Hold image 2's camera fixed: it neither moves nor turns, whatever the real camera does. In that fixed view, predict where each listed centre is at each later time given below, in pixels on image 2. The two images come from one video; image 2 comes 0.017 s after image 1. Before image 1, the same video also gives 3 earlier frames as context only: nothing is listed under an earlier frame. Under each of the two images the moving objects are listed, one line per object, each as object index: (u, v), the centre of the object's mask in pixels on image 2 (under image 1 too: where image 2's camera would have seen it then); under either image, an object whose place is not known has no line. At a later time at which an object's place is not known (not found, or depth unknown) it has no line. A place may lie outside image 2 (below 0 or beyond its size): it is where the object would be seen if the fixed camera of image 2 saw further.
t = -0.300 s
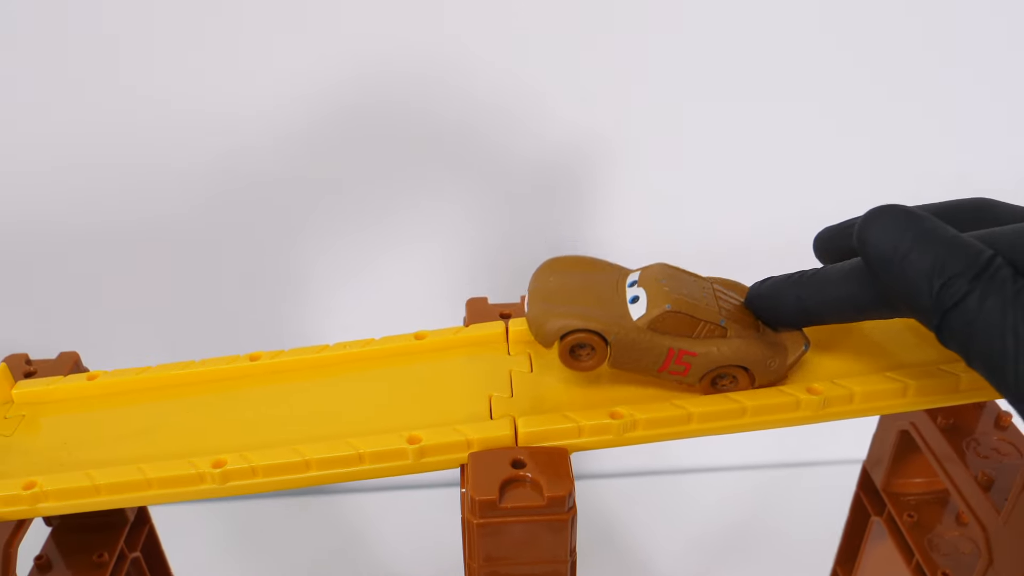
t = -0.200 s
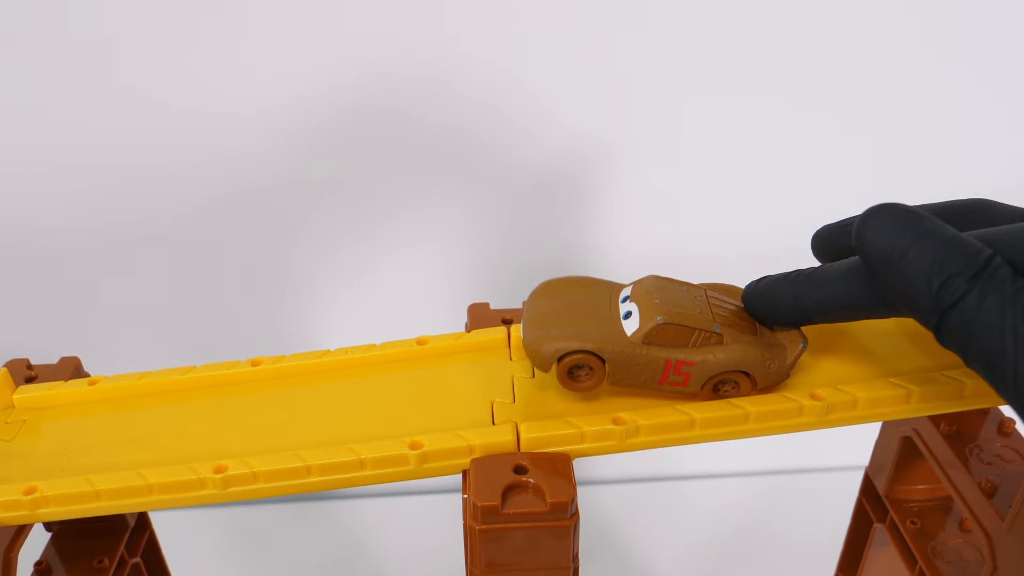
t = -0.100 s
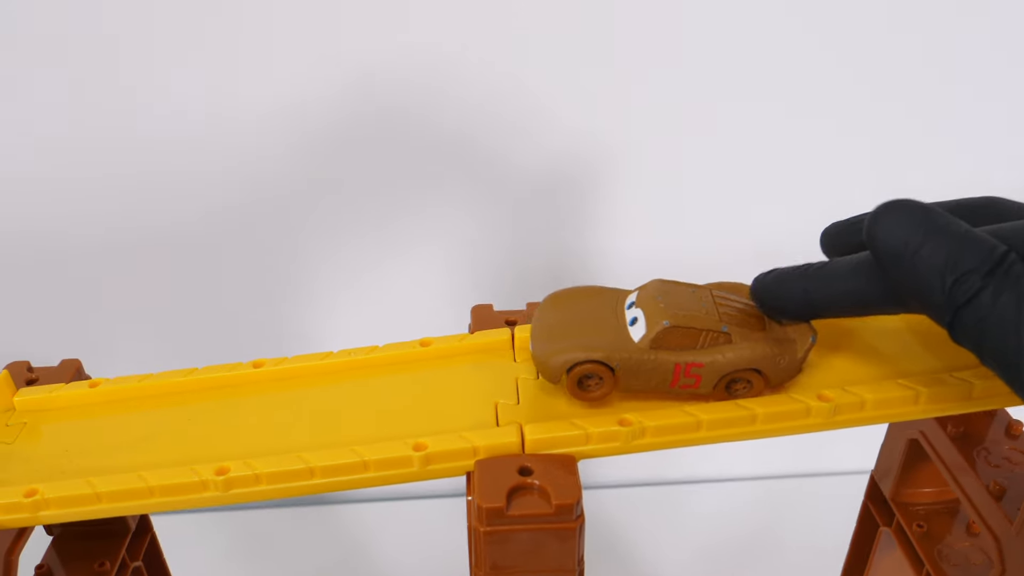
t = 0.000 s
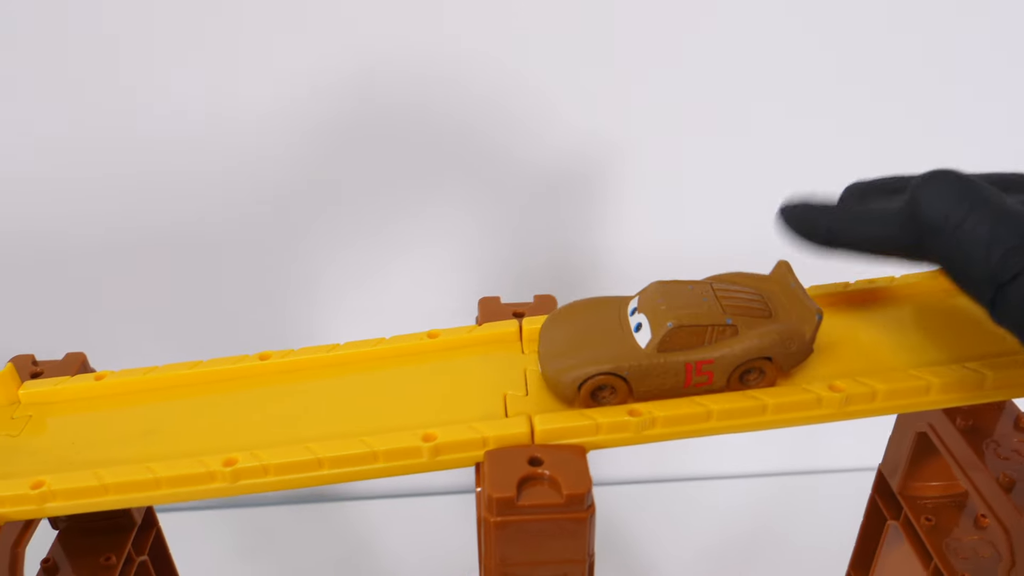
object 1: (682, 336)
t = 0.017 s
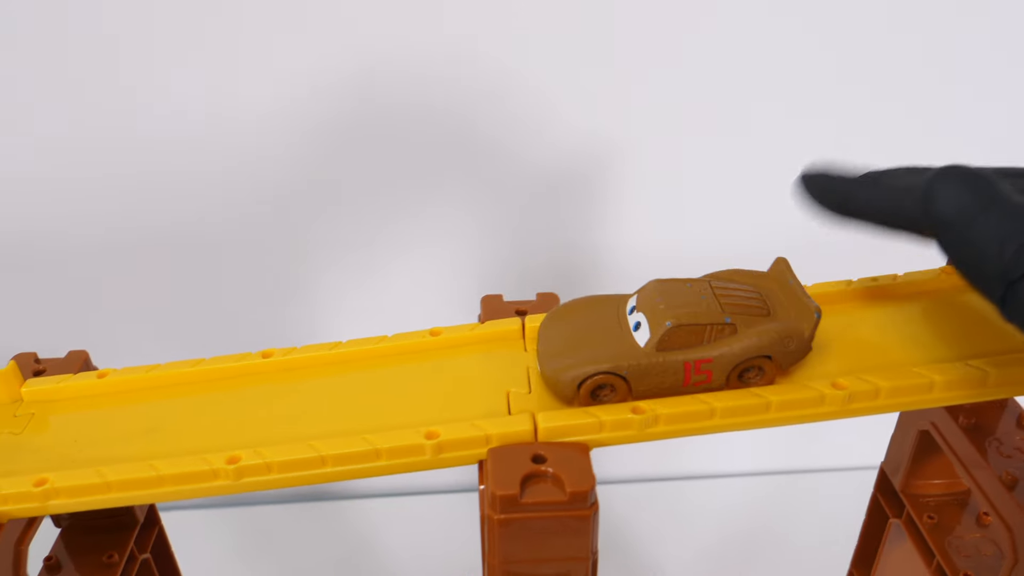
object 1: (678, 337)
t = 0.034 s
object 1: (673, 337)
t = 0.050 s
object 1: (667, 338)
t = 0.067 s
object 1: (660, 339)
